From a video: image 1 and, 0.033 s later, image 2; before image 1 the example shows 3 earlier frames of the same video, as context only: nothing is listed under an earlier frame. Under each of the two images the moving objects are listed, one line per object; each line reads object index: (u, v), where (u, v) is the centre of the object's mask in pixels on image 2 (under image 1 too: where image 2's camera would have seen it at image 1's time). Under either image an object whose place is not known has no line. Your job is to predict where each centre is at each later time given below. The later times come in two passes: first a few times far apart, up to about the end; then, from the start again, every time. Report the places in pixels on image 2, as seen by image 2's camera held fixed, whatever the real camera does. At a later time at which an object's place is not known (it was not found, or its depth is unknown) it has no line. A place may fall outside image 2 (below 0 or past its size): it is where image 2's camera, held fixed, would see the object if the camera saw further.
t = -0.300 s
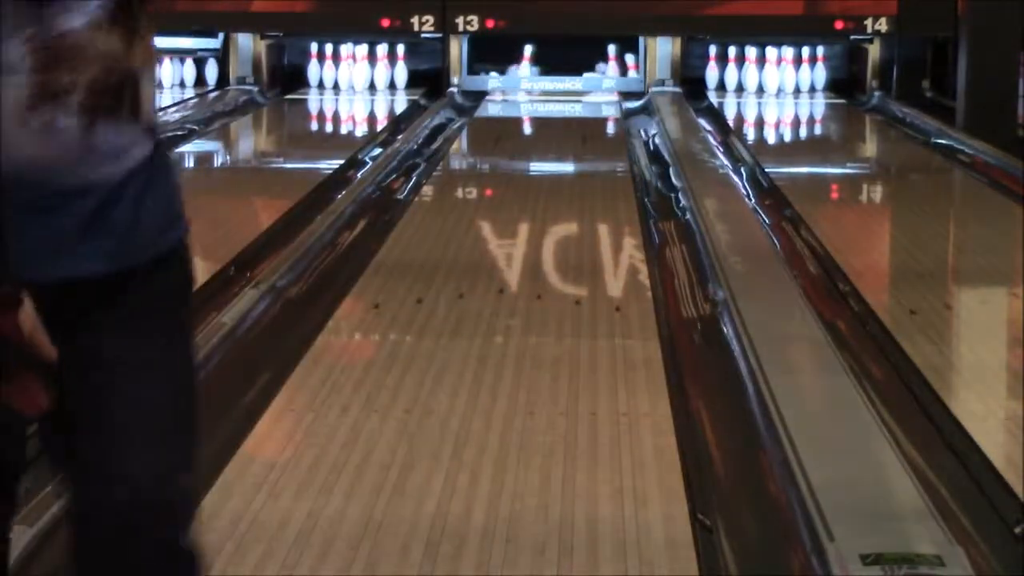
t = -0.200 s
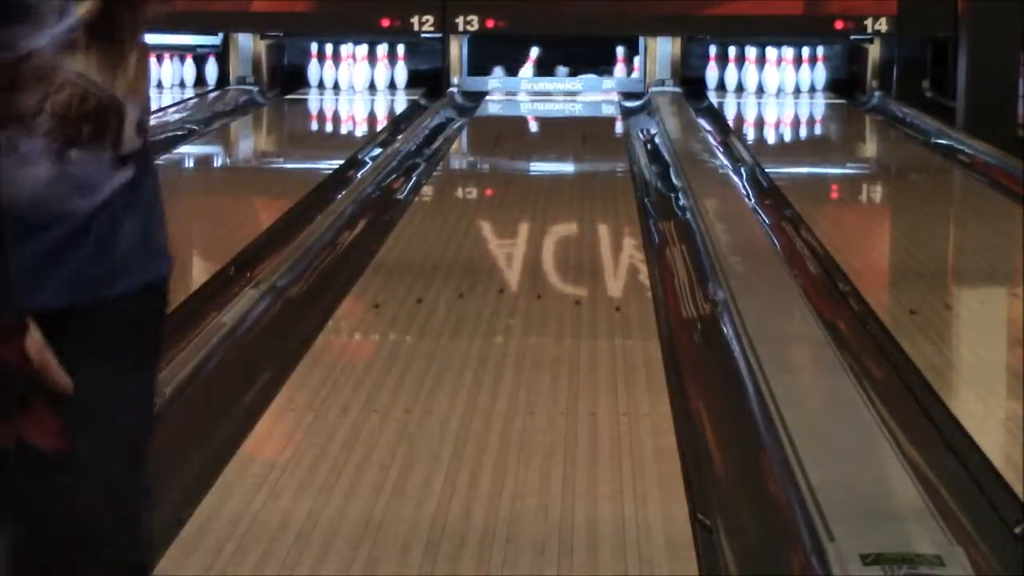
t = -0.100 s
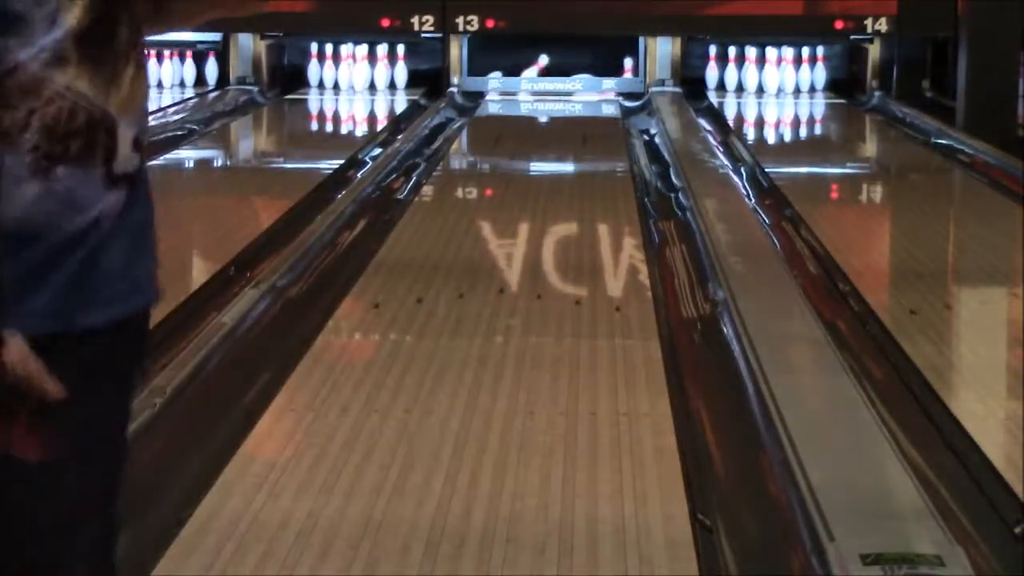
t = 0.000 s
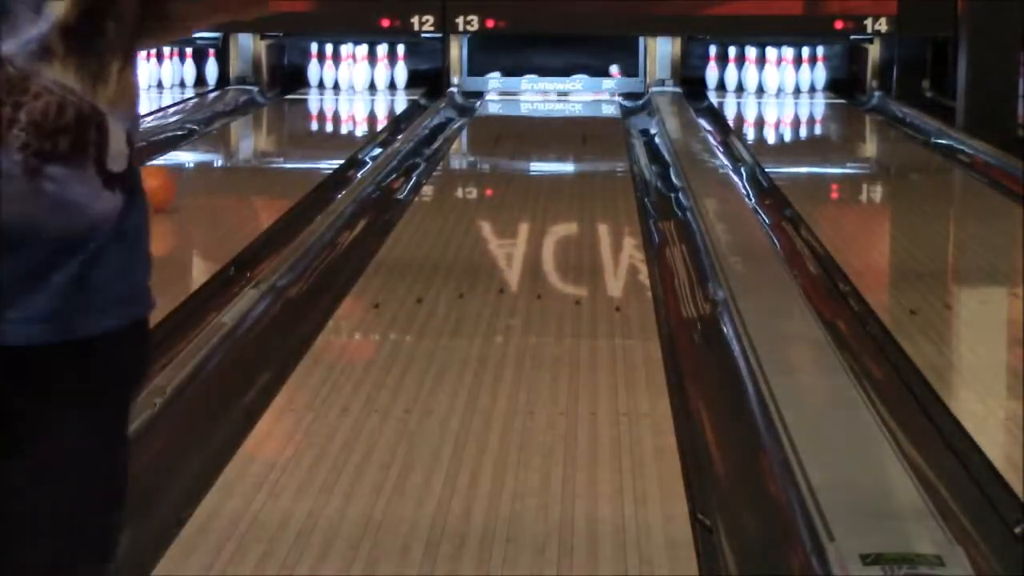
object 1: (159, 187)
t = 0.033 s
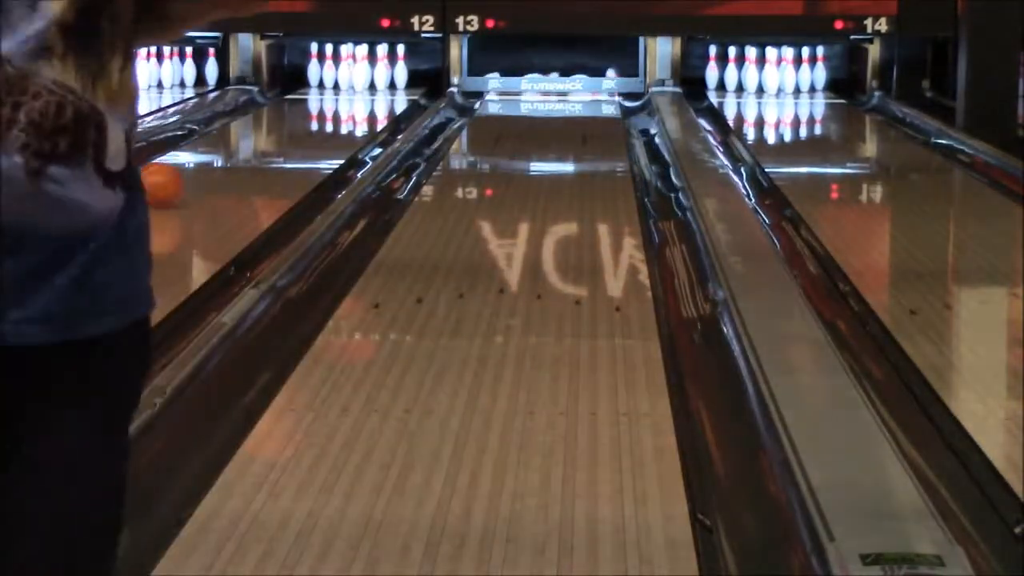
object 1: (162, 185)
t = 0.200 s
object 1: (193, 163)
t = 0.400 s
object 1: (224, 144)
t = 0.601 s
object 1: (252, 127)
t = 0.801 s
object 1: (275, 114)
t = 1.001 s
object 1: (292, 103)
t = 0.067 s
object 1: (167, 181)
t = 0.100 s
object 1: (174, 177)
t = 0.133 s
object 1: (180, 172)
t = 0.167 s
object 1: (187, 168)
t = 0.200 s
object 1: (193, 163)
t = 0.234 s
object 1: (198, 159)
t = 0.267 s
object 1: (205, 156)
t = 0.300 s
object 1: (211, 153)
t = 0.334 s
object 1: (215, 150)
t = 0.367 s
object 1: (220, 146)
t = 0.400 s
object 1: (224, 144)
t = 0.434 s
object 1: (230, 142)
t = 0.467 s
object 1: (234, 139)
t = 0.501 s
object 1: (238, 136)
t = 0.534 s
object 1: (243, 133)
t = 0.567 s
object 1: (249, 130)
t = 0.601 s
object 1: (252, 127)
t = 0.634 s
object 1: (256, 125)
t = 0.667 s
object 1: (261, 122)
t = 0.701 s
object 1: (264, 120)
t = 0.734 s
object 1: (268, 118)
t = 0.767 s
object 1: (270, 117)
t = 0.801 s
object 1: (275, 114)
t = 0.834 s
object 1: (278, 112)
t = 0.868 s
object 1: (281, 110)
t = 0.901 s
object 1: (284, 108)
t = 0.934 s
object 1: (287, 106)
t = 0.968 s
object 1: (290, 105)
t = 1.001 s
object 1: (292, 103)
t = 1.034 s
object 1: (295, 102)
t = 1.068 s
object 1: (298, 100)
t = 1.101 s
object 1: (301, 98)
